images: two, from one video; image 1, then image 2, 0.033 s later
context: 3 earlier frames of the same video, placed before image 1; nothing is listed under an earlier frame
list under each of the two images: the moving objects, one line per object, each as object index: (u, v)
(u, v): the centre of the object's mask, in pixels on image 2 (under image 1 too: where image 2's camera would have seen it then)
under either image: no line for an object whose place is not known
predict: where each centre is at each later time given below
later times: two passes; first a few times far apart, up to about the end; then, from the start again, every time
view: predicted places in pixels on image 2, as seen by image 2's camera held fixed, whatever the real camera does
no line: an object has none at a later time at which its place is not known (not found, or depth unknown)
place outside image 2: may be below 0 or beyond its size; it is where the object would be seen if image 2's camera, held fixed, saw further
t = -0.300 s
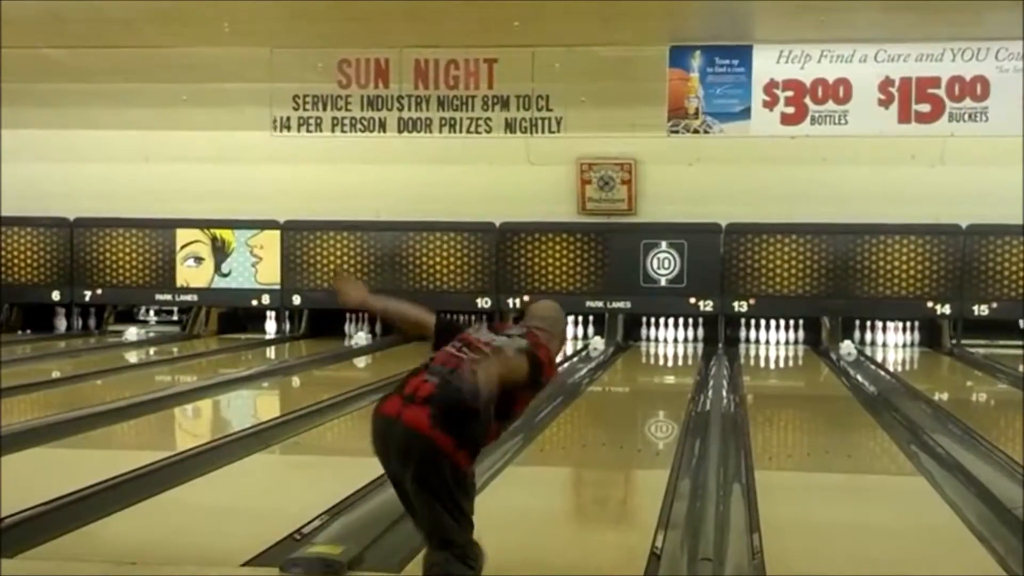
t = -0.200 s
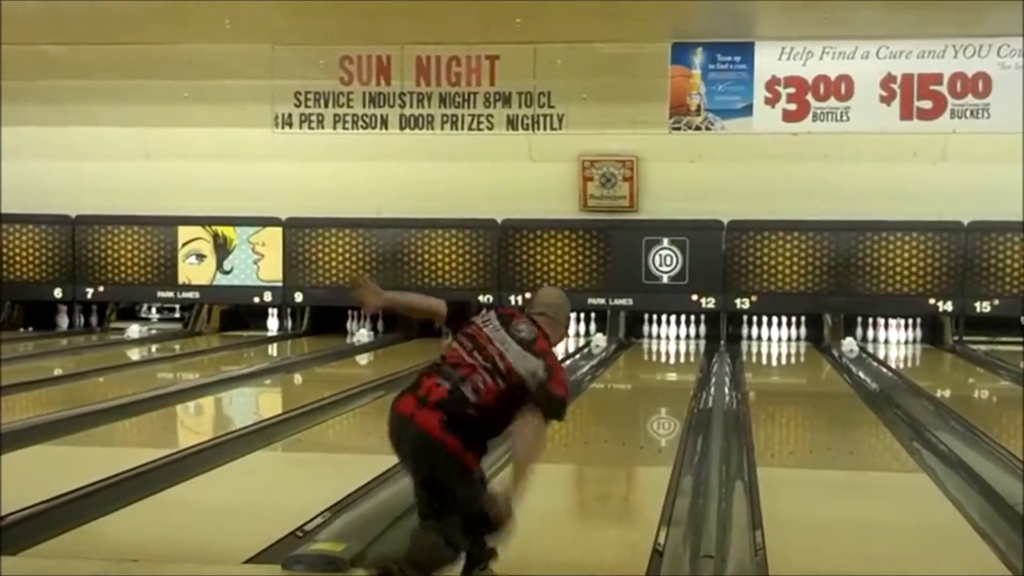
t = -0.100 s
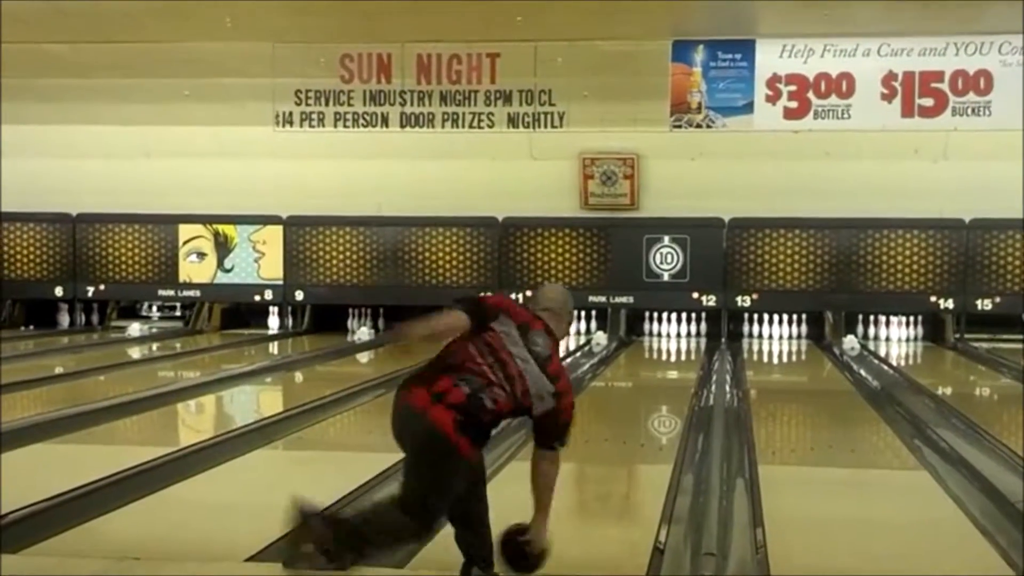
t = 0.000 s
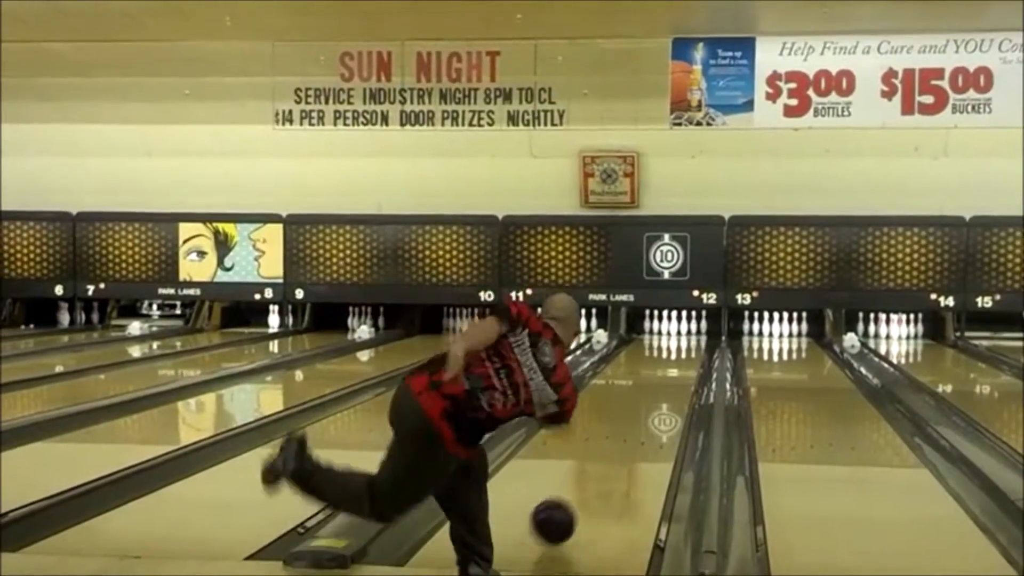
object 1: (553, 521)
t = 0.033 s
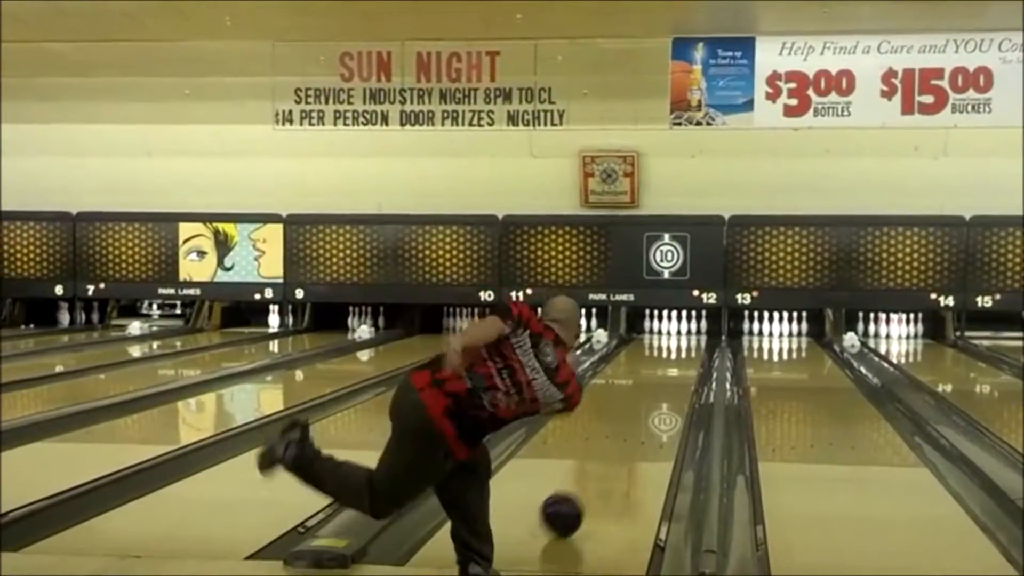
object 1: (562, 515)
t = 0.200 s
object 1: (596, 473)
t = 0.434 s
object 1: (629, 432)
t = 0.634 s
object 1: (647, 408)
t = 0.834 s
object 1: (661, 391)
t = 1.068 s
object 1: (672, 375)
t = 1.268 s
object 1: (679, 364)
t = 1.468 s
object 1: (683, 355)
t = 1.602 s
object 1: (685, 349)
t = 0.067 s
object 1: (570, 504)
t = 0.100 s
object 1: (577, 495)
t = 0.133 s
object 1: (584, 487)
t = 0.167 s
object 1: (590, 479)
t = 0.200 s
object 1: (596, 473)
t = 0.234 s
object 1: (602, 466)
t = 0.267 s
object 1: (607, 460)
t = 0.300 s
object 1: (612, 454)
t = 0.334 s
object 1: (617, 448)
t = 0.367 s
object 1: (621, 443)
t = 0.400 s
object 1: (625, 437)
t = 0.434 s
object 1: (629, 432)
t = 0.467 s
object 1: (632, 428)
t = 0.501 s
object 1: (636, 424)
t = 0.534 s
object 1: (639, 420)
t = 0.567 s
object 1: (642, 416)
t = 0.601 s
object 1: (645, 412)
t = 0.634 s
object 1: (647, 408)
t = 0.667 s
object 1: (650, 405)
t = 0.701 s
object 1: (652, 402)
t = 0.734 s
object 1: (655, 399)
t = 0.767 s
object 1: (657, 396)
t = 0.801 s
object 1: (659, 393)
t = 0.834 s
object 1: (661, 391)
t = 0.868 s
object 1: (663, 388)
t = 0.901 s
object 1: (665, 386)
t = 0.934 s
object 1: (666, 384)
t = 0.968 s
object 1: (668, 381)
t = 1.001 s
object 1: (669, 379)
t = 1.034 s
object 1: (671, 377)
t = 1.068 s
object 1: (672, 375)
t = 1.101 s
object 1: (673, 372)
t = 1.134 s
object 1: (675, 370)
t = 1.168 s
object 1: (676, 368)
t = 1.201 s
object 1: (677, 367)
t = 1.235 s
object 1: (677, 366)
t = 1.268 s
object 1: (679, 364)
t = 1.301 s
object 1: (680, 362)
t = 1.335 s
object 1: (681, 361)
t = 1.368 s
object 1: (681, 360)
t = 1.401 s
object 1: (682, 358)
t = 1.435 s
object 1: (682, 357)
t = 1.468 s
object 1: (683, 355)
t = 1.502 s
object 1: (683, 354)
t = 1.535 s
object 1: (684, 353)
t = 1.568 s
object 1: (684, 351)
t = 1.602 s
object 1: (685, 349)
